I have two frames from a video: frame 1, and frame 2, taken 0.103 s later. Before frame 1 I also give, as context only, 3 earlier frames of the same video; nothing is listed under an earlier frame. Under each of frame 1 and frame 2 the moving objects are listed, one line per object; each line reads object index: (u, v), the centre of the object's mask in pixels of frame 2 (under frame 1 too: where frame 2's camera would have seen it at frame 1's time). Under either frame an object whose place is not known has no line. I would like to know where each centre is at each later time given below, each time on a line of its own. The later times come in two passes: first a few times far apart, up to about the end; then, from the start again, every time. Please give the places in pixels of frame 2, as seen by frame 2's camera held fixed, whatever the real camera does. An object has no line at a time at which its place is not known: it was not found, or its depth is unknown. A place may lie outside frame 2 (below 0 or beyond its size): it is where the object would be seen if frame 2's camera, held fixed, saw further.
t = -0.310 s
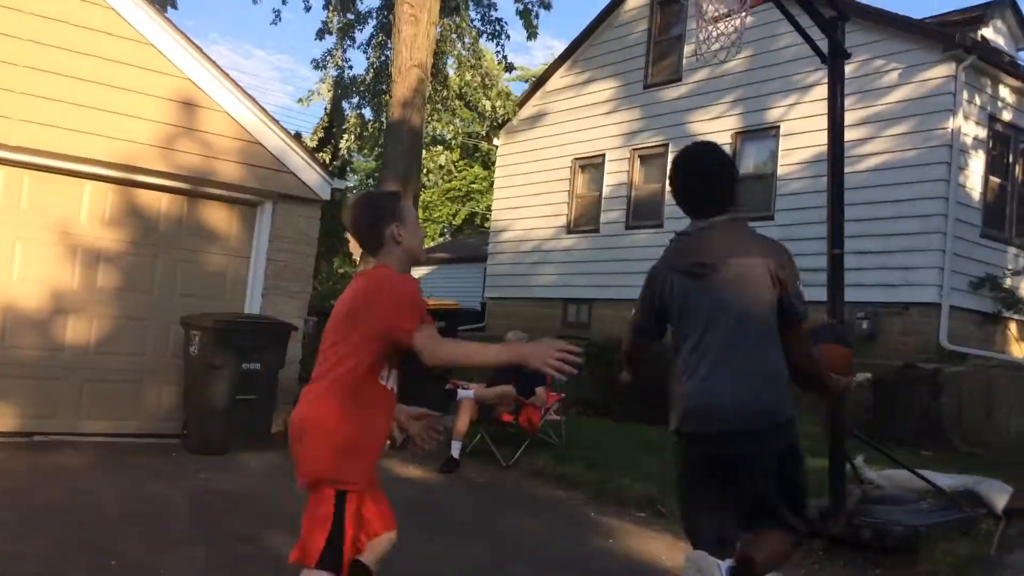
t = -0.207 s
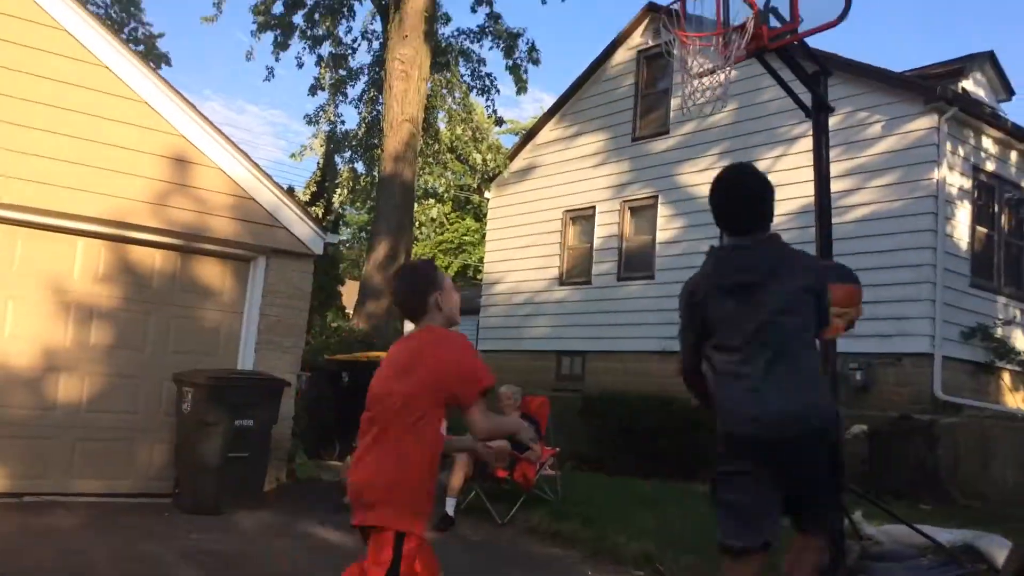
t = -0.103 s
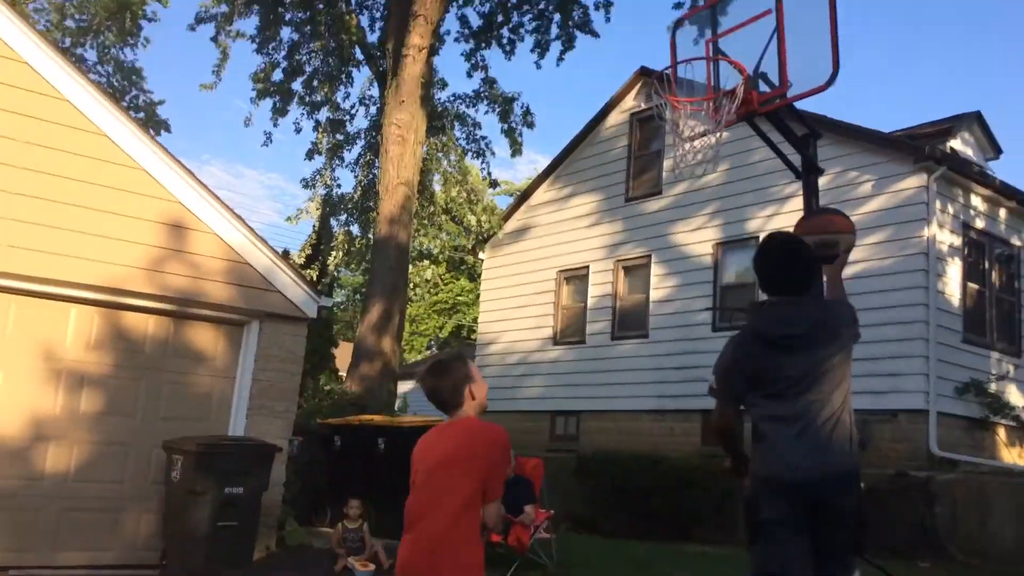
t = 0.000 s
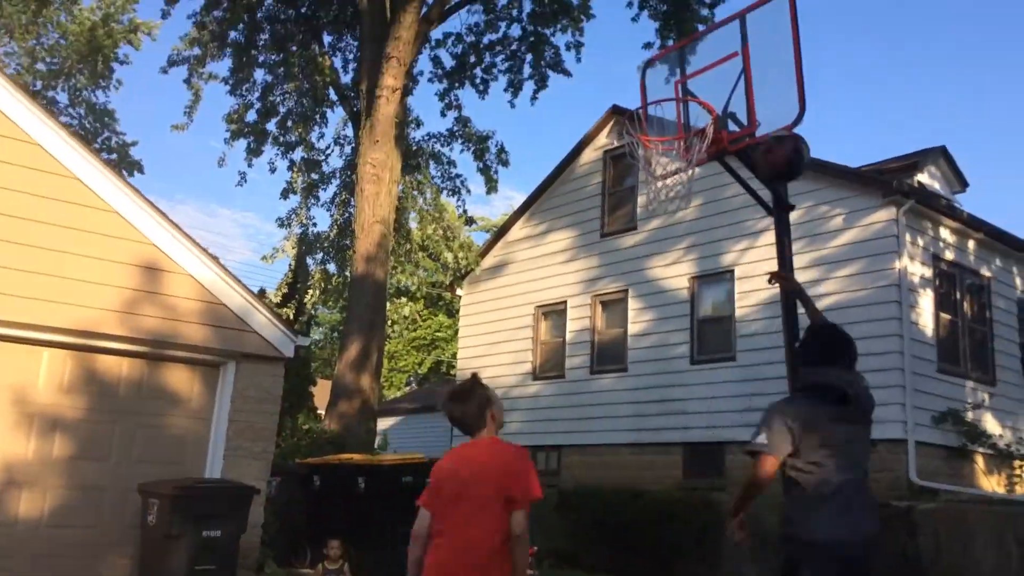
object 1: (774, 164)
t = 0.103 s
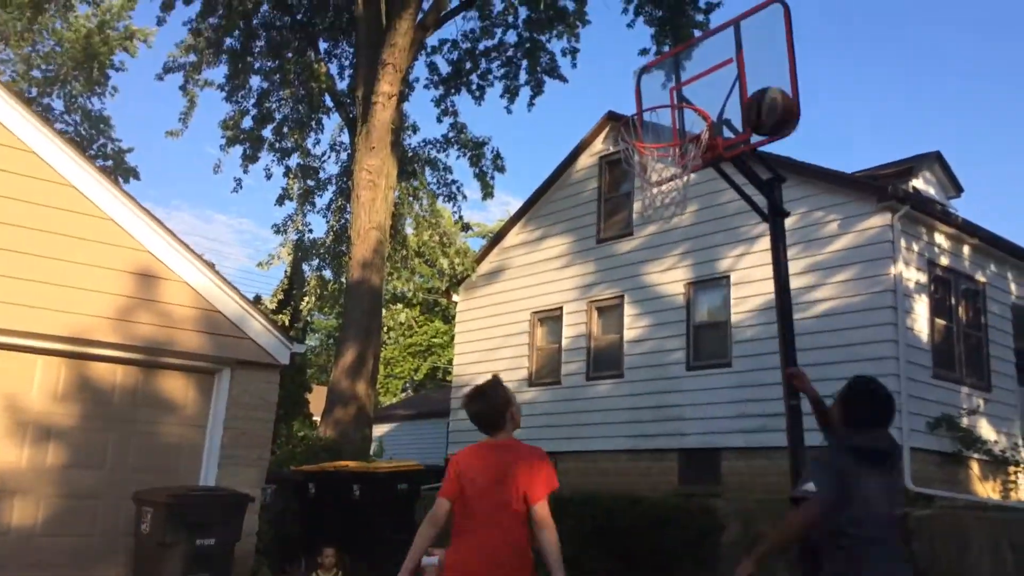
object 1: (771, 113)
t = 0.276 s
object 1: (734, 73)
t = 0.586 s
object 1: (629, 113)
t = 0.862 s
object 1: (664, 138)
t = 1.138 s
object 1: (680, 208)
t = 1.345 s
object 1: (680, 308)
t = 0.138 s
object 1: (767, 101)
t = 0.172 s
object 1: (765, 93)
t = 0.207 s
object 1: (760, 85)
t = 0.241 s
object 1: (747, 78)
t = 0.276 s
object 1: (734, 73)
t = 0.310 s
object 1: (722, 69)
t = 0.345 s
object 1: (710, 69)
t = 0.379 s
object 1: (698, 69)
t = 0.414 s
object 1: (687, 73)
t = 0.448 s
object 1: (675, 76)
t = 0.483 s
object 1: (664, 82)
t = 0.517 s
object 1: (653, 89)
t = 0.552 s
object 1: (641, 100)
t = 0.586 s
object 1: (629, 113)
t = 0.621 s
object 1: (632, 115)
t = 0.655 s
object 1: (637, 118)
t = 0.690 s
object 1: (642, 121)
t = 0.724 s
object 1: (647, 126)
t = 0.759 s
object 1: (650, 130)
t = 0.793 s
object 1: (653, 131)
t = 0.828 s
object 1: (659, 133)
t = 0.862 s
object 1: (664, 138)
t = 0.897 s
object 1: (666, 145)
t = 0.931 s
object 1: (669, 155)
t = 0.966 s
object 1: (676, 173)
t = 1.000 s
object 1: (678, 181)
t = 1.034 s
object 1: (671, 191)
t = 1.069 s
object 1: (677, 198)
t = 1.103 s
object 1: (680, 203)
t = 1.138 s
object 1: (680, 208)
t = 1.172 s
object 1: (679, 219)
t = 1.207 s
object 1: (679, 233)
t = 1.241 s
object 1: (679, 247)
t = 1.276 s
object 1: (680, 265)
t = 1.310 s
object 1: (680, 286)
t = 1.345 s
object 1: (680, 308)
